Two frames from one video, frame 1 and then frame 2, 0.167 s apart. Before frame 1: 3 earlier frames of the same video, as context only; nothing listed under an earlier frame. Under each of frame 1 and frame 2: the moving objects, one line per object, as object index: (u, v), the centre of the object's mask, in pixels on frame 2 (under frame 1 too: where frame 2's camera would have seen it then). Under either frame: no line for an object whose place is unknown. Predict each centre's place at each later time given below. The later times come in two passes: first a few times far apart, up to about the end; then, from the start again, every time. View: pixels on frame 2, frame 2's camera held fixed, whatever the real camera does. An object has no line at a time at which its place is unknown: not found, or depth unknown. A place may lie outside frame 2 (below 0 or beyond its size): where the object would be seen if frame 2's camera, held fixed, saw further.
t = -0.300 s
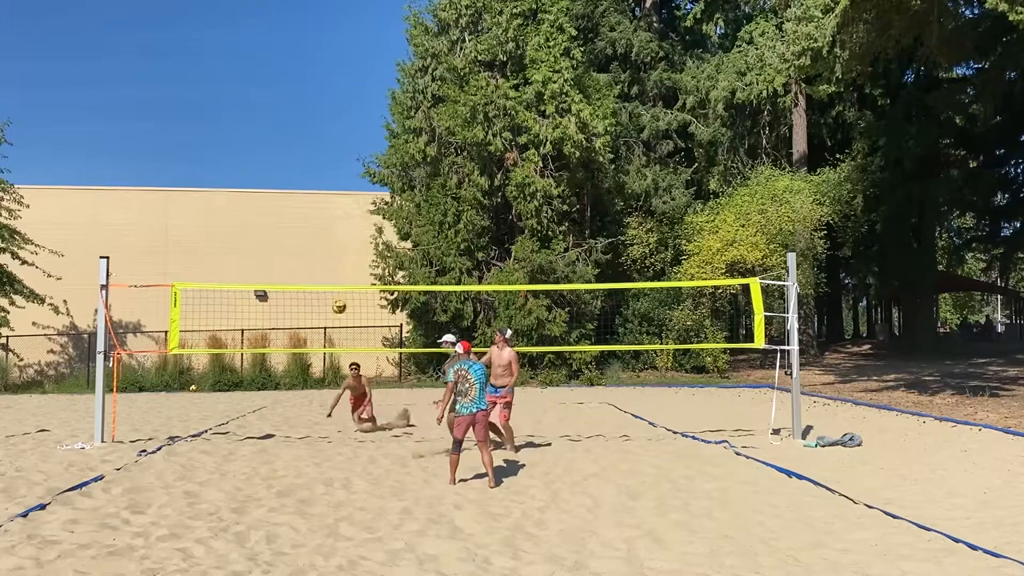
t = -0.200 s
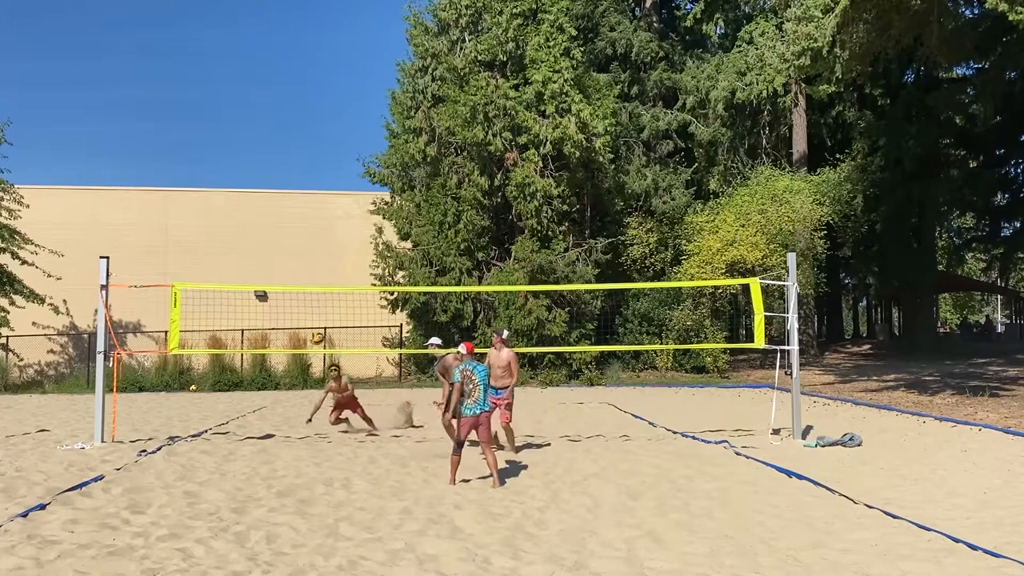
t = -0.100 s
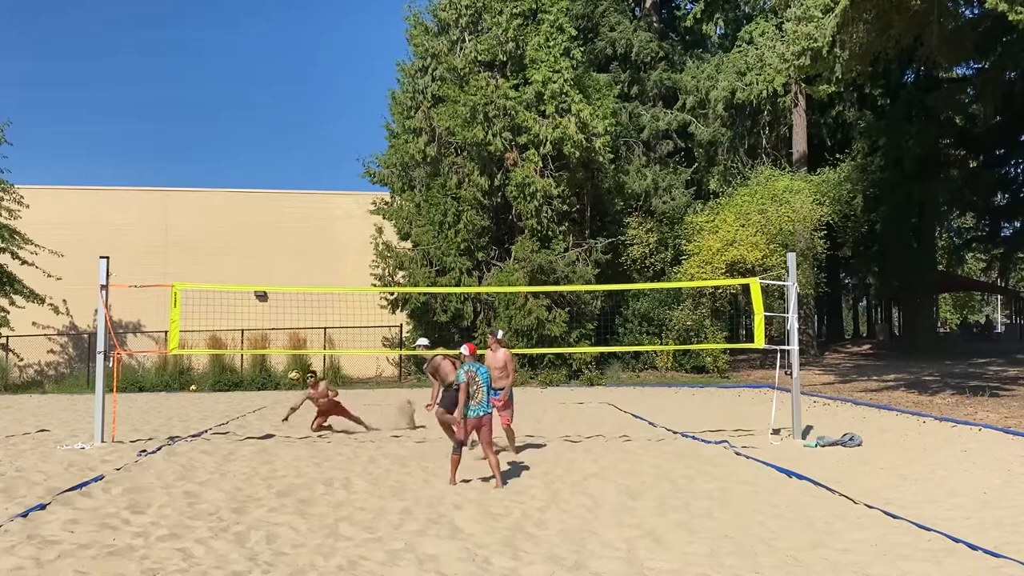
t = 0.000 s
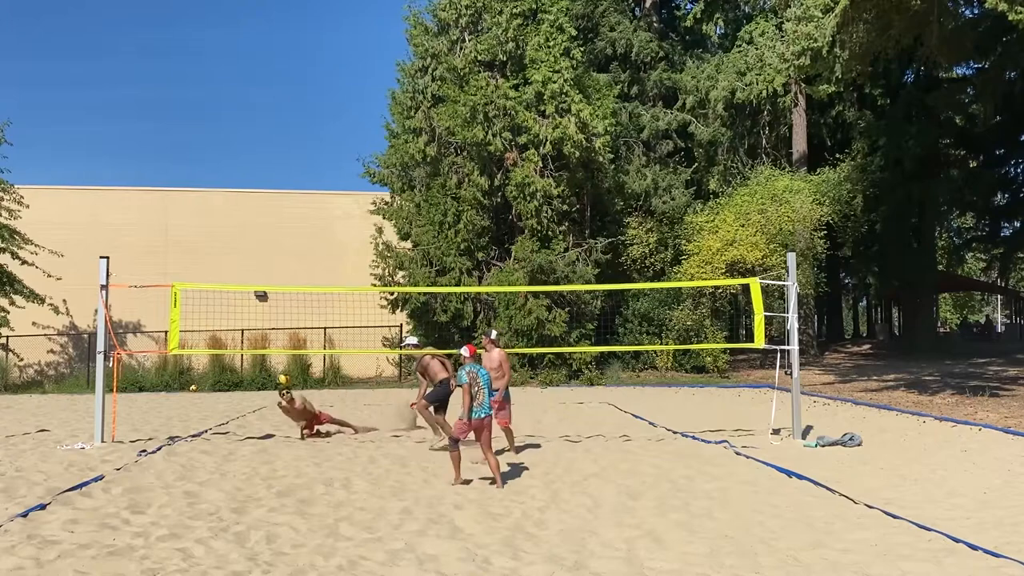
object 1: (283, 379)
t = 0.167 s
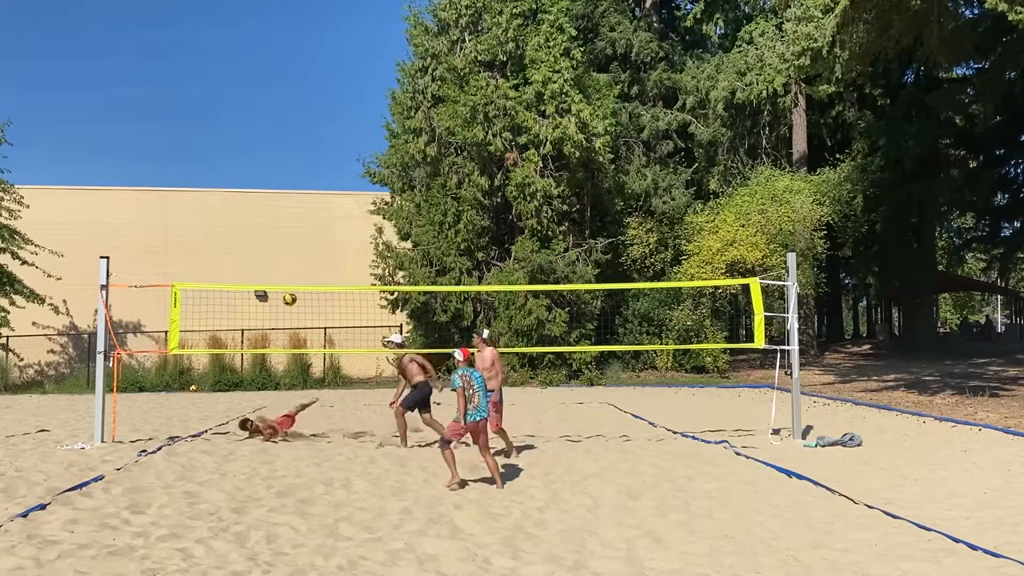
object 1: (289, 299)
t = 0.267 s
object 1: (293, 260)
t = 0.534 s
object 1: (300, 188)
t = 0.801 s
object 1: (307, 161)
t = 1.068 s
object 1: (312, 179)
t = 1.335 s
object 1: (318, 241)
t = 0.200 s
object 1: (290, 283)
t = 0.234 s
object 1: (291, 272)
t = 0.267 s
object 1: (293, 260)
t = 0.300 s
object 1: (294, 248)
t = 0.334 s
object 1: (294, 238)
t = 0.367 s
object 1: (295, 228)
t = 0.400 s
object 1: (296, 218)
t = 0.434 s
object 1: (298, 209)
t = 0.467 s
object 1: (298, 202)
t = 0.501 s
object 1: (299, 194)
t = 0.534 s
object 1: (300, 188)
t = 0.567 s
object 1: (301, 182)
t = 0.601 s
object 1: (301, 177)
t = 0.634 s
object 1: (302, 173)
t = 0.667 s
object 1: (303, 169)
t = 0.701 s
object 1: (304, 166)
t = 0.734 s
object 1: (305, 164)
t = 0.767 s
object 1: (306, 162)
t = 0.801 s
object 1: (307, 161)
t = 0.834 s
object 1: (307, 161)
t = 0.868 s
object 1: (308, 162)
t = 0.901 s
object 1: (309, 163)
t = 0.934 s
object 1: (309, 165)
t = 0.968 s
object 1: (310, 167)
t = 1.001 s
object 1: (311, 170)
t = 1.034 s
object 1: (312, 174)
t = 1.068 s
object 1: (312, 179)
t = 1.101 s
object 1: (313, 184)
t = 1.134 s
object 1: (314, 190)
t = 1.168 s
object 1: (315, 197)
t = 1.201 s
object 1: (315, 205)
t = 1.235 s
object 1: (316, 212)
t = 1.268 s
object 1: (317, 221)
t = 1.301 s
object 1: (318, 230)
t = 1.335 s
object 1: (318, 241)
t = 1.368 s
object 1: (319, 251)
